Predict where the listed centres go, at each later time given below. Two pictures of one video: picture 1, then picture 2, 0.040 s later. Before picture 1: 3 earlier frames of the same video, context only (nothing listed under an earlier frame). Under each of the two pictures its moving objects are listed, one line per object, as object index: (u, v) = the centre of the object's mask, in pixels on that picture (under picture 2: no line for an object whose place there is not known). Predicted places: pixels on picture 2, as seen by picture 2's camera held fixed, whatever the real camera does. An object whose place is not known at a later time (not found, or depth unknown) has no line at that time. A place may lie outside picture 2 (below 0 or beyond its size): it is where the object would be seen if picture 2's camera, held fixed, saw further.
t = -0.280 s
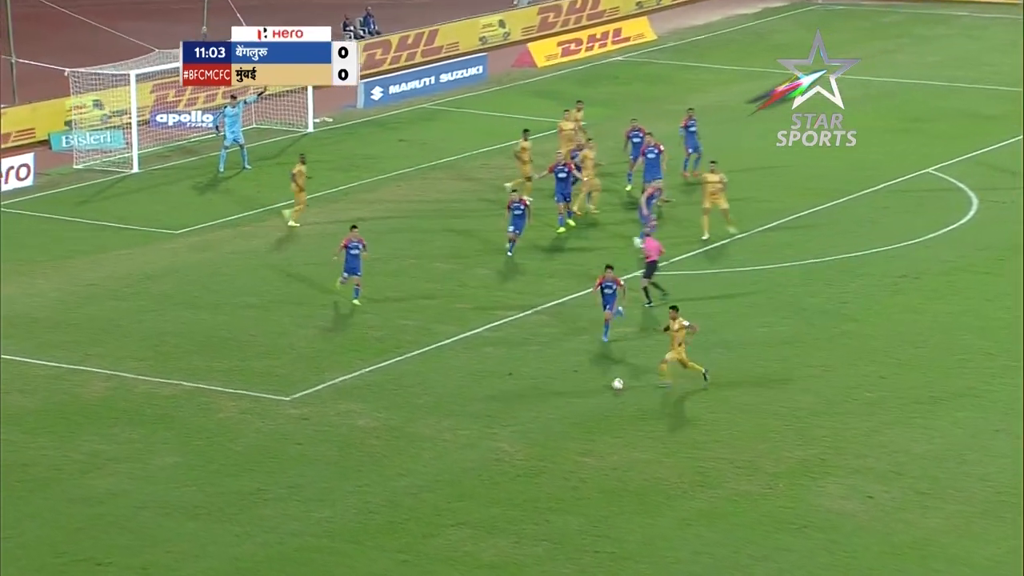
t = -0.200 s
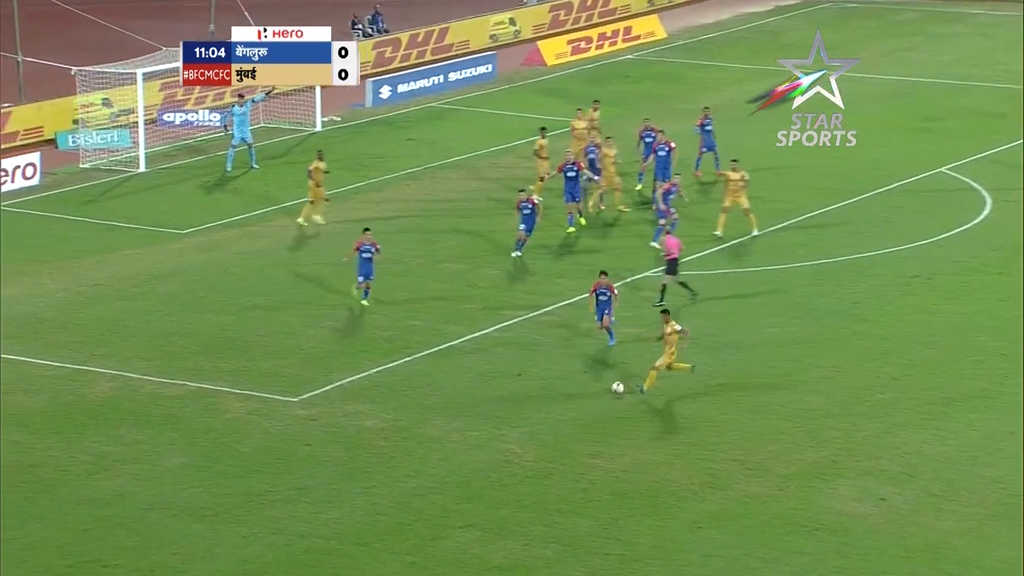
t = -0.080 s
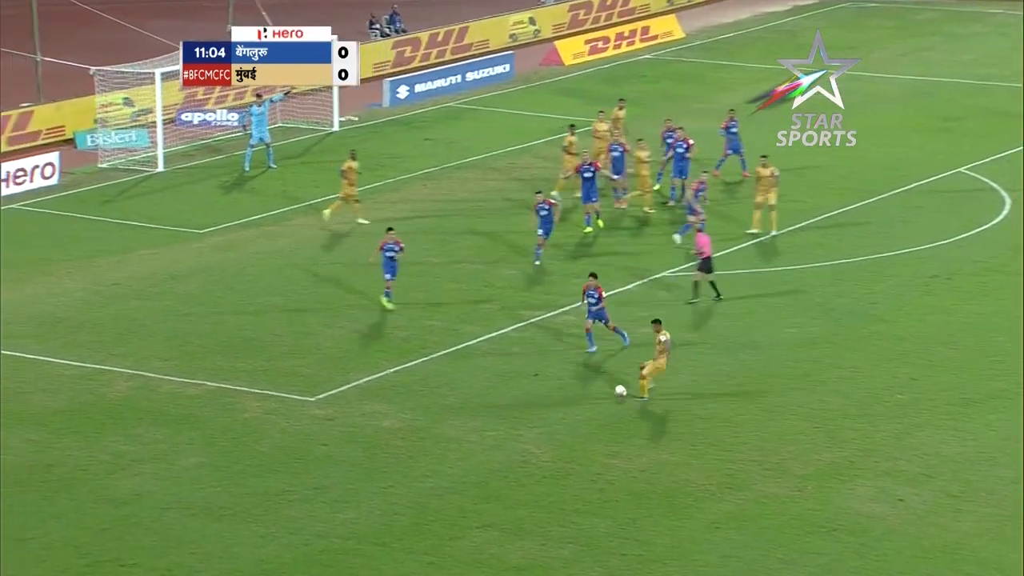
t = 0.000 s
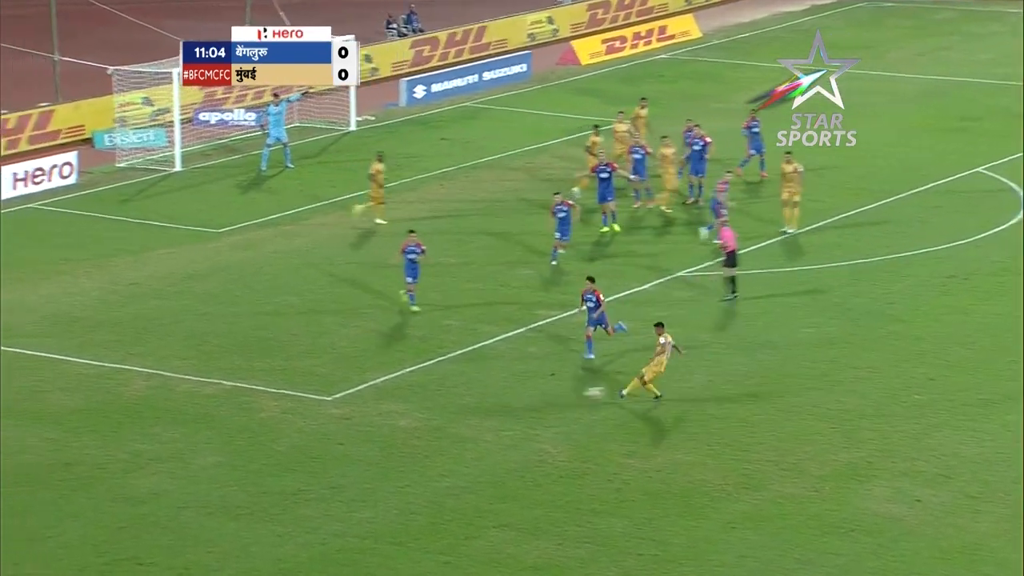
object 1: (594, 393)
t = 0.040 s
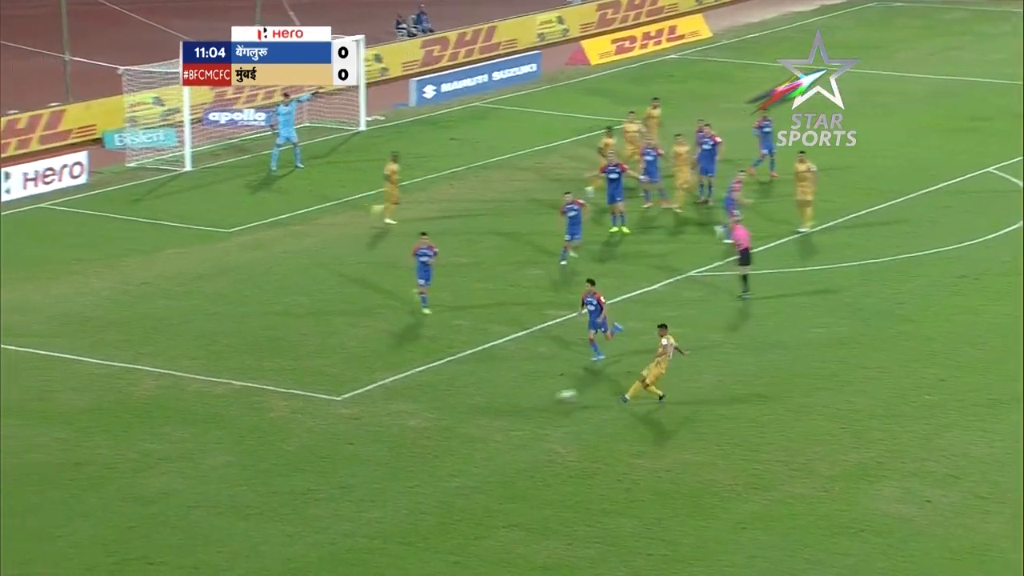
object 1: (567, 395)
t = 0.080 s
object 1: (530, 398)
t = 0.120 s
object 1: (492, 402)
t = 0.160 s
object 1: (456, 406)
